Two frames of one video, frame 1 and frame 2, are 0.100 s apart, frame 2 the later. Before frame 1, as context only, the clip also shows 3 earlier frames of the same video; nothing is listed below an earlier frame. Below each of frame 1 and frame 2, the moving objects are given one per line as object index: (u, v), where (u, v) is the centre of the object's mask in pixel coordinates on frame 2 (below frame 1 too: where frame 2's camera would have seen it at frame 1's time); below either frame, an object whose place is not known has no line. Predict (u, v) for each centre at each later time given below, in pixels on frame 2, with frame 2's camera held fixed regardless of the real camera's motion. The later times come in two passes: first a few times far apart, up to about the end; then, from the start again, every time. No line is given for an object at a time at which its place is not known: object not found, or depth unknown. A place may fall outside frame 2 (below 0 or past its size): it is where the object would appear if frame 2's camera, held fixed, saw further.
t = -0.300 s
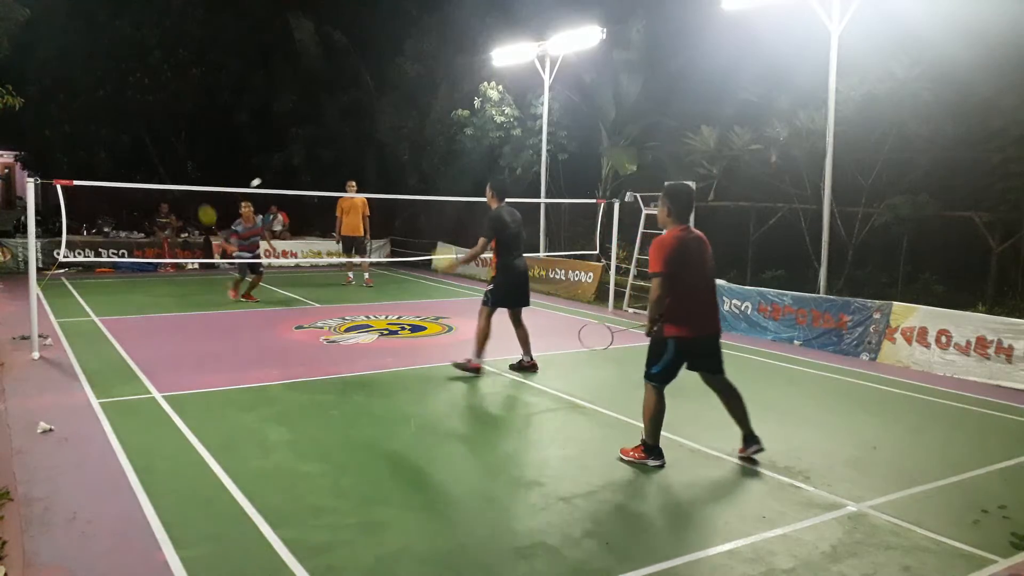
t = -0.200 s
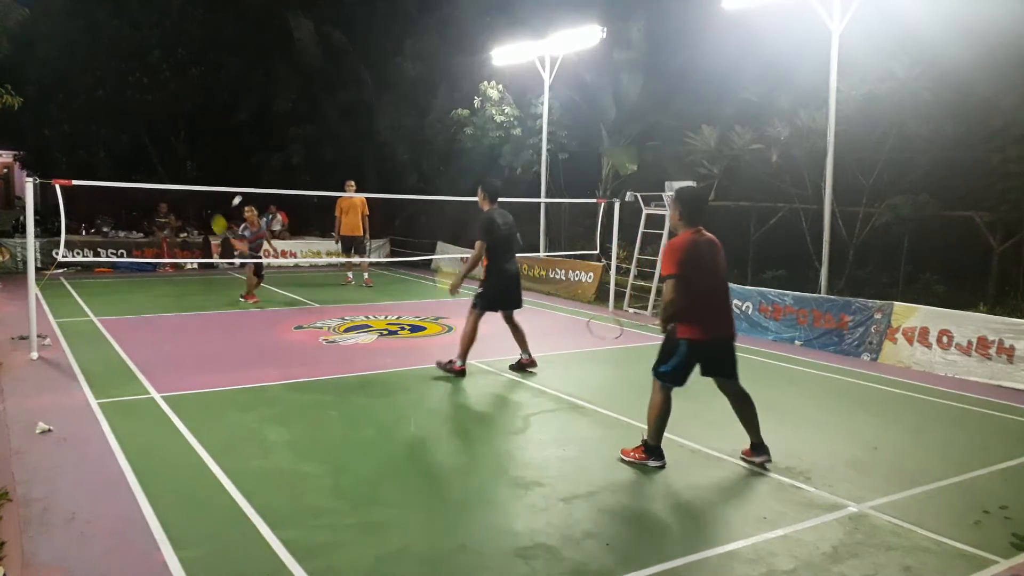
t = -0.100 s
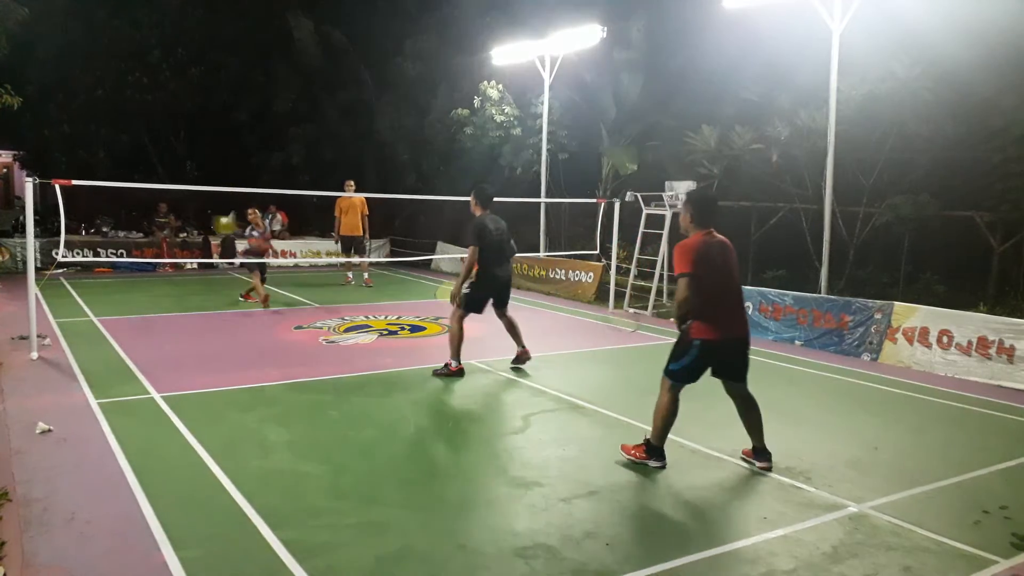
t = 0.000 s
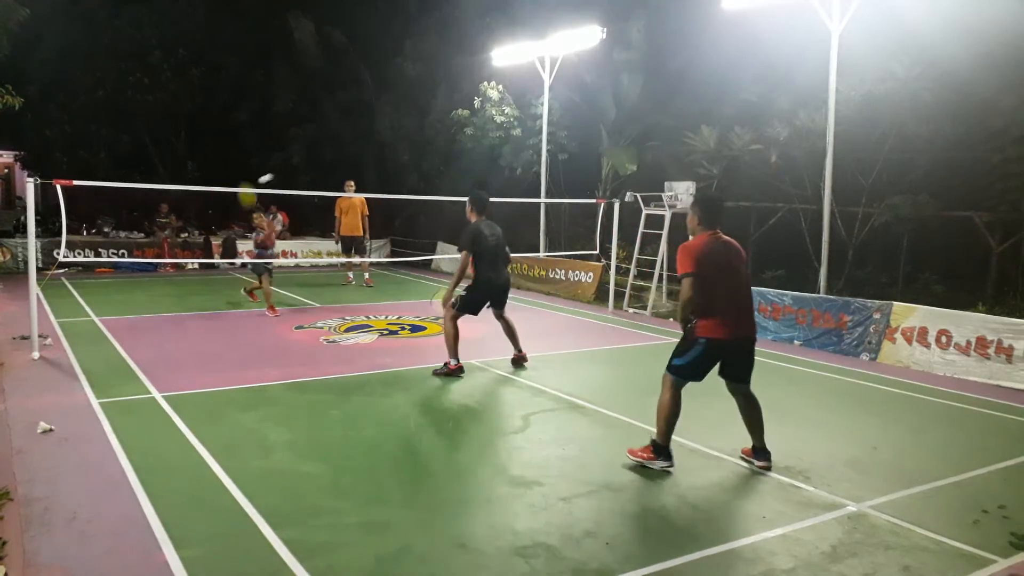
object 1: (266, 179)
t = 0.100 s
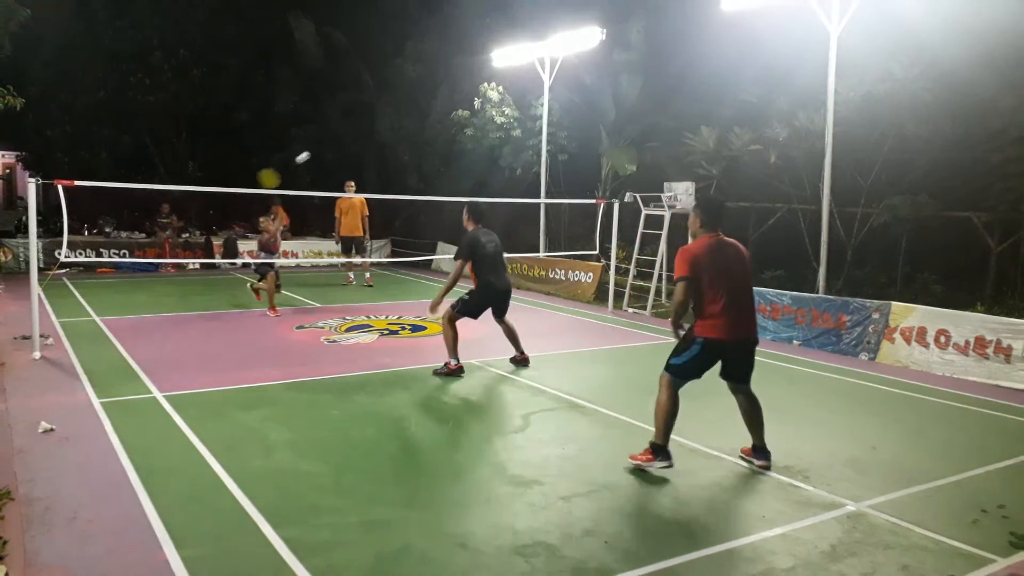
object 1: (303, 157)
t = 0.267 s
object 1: (354, 144)
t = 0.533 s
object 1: (428, 196)
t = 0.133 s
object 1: (313, 151)
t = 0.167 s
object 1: (324, 147)
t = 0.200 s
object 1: (334, 145)
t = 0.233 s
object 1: (343, 144)
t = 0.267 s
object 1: (354, 144)
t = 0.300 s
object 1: (364, 145)
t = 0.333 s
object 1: (374, 147)
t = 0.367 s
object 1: (384, 151)
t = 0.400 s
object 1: (393, 157)
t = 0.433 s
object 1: (402, 164)
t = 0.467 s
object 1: (411, 174)
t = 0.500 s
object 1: (420, 184)
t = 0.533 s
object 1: (428, 196)
